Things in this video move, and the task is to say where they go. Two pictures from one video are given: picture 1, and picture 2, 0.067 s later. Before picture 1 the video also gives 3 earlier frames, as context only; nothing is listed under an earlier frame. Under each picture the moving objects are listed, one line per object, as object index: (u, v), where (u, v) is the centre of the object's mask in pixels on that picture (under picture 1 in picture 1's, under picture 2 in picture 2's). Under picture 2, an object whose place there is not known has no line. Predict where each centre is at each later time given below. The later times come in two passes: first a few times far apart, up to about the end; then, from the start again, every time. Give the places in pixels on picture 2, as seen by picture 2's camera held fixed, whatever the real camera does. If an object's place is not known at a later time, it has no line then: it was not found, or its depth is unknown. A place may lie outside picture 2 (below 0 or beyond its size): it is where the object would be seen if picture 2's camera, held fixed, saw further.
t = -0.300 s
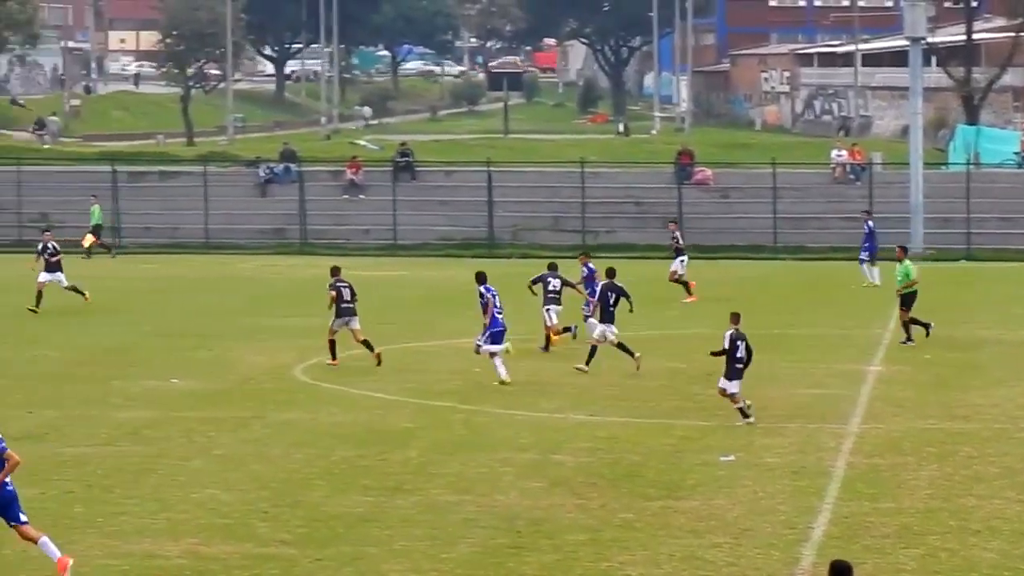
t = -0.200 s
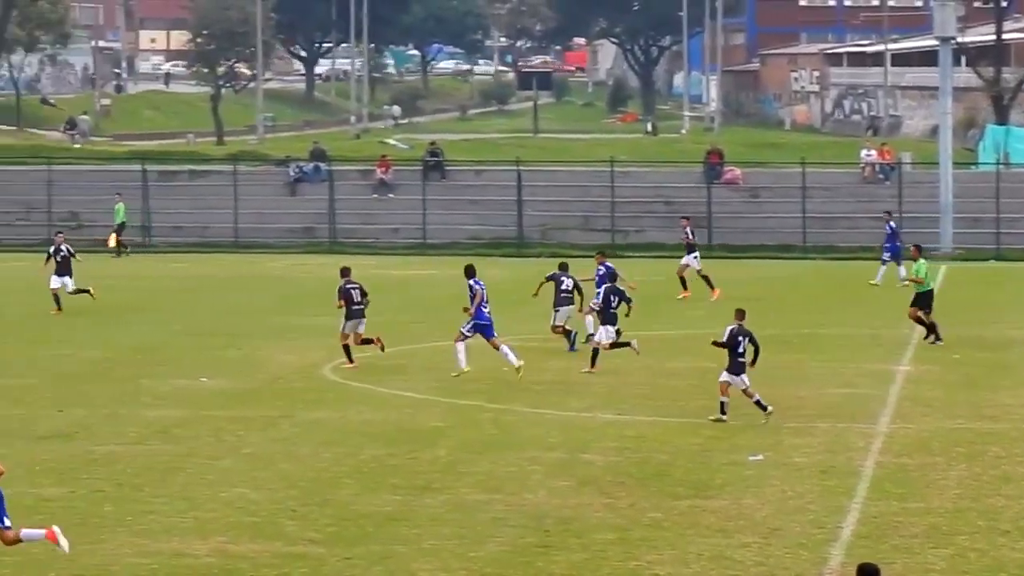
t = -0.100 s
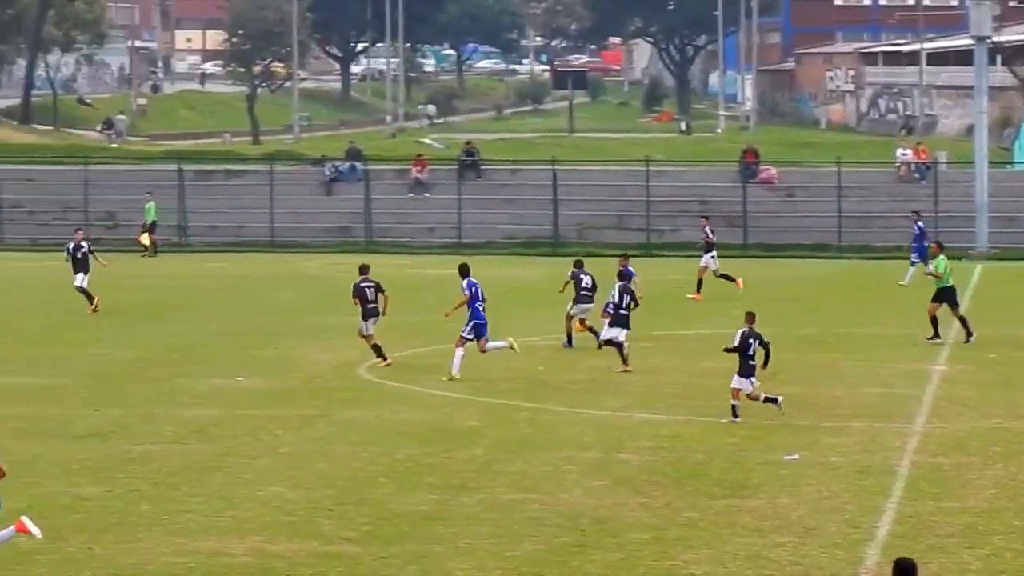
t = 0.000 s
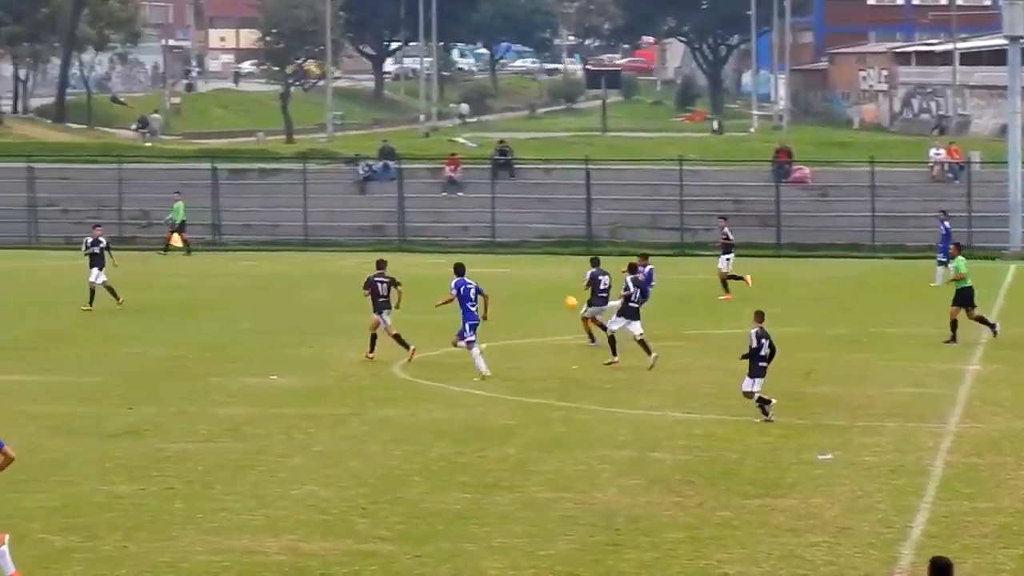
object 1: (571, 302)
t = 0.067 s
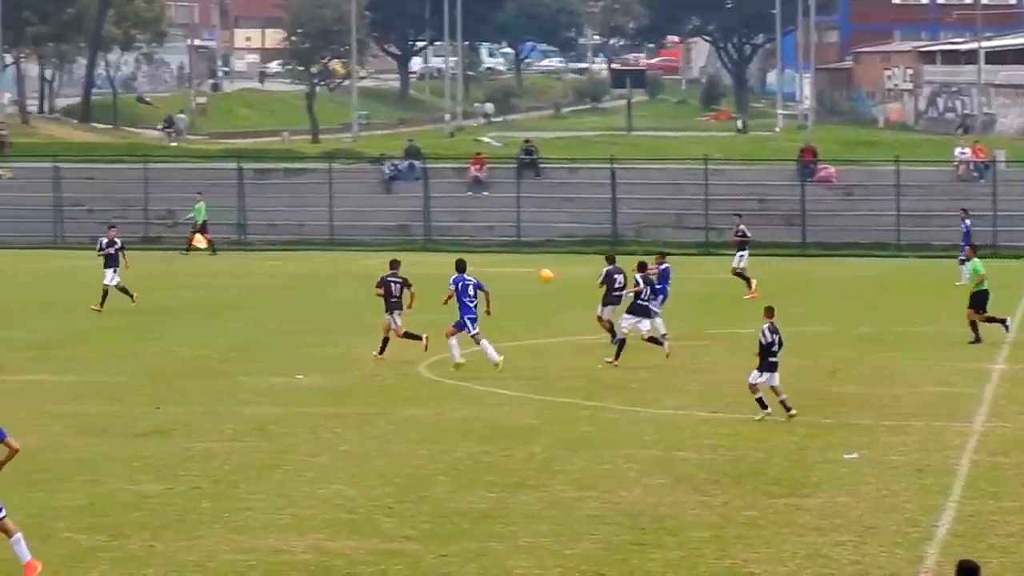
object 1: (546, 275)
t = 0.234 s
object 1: (421, 223)
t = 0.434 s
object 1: (266, 180)
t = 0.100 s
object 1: (521, 263)
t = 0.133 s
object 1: (497, 252)
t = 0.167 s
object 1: (473, 242)
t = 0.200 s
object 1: (447, 232)
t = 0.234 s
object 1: (421, 223)
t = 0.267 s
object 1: (397, 215)
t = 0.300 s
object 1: (371, 206)
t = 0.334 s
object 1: (345, 198)
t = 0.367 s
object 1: (319, 192)
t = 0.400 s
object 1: (293, 185)
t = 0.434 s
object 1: (266, 180)
